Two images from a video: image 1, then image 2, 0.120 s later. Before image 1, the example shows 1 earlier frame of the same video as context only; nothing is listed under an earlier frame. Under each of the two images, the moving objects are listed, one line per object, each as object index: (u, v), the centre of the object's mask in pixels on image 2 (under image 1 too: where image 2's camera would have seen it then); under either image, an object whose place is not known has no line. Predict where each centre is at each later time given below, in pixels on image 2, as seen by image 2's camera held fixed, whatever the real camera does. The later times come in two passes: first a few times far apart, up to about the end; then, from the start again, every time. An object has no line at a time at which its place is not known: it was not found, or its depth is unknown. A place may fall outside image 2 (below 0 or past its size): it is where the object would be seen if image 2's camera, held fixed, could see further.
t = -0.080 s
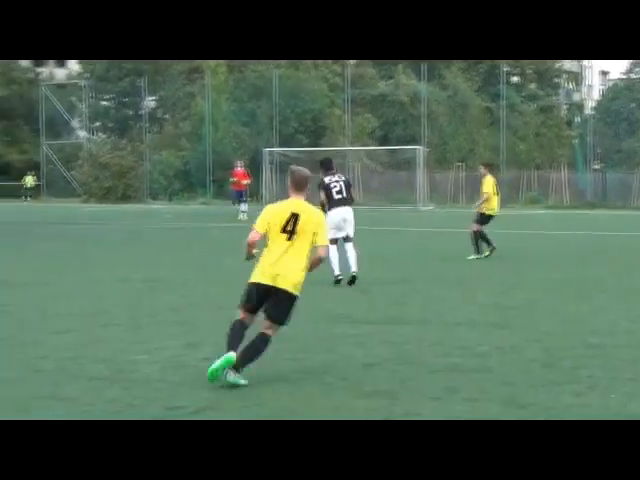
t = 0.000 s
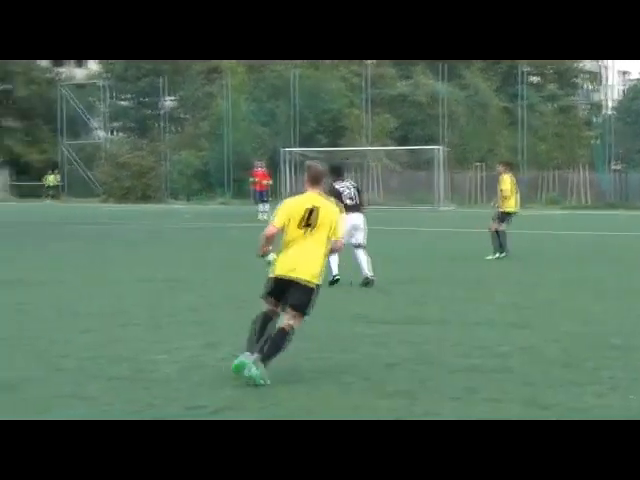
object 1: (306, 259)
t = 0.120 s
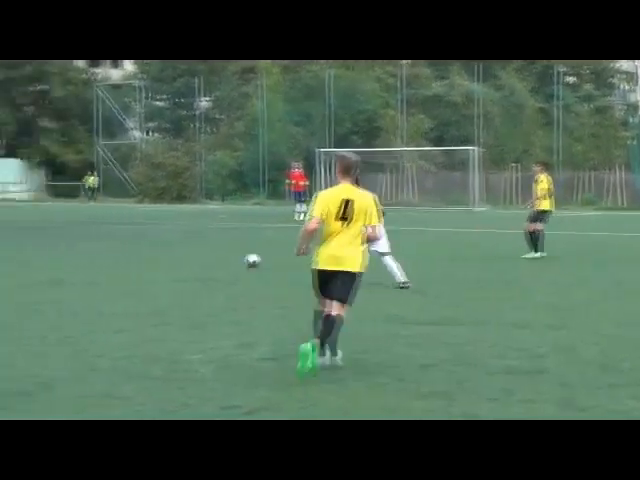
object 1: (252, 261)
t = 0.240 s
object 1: (201, 263)
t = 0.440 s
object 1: (127, 264)
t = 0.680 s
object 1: (44, 266)
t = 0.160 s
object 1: (234, 262)
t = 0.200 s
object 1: (217, 263)
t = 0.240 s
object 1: (201, 263)
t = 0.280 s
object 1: (185, 263)
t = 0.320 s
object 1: (170, 263)
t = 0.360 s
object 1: (156, 263)
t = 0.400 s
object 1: (141, 264)
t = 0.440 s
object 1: (127, 264)
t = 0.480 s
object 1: (112, 265)
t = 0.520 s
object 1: (98, 265)
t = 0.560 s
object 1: (85, 265)
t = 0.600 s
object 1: (71, 265)
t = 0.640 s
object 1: (57, 266)
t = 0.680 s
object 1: (44, 266)
